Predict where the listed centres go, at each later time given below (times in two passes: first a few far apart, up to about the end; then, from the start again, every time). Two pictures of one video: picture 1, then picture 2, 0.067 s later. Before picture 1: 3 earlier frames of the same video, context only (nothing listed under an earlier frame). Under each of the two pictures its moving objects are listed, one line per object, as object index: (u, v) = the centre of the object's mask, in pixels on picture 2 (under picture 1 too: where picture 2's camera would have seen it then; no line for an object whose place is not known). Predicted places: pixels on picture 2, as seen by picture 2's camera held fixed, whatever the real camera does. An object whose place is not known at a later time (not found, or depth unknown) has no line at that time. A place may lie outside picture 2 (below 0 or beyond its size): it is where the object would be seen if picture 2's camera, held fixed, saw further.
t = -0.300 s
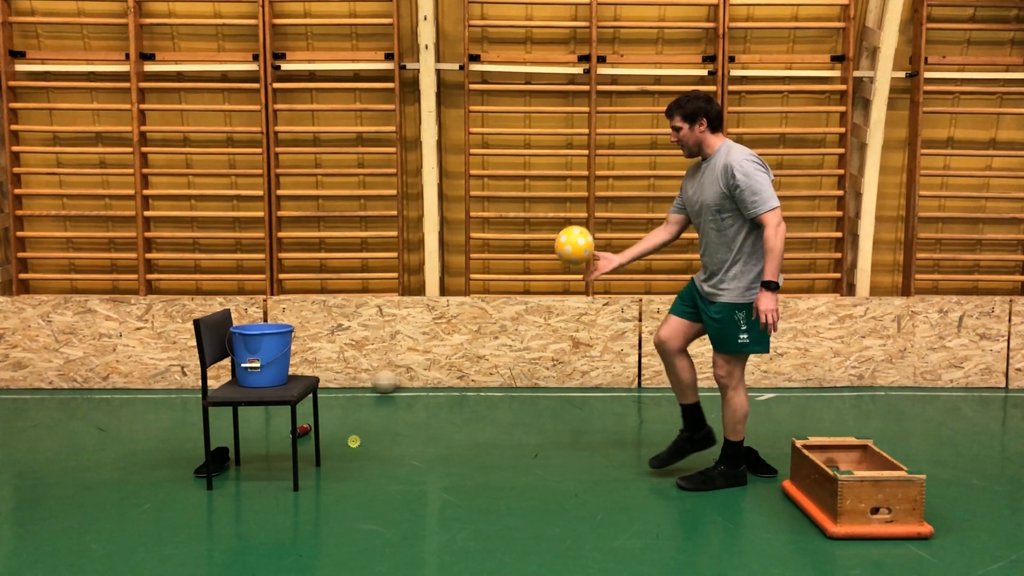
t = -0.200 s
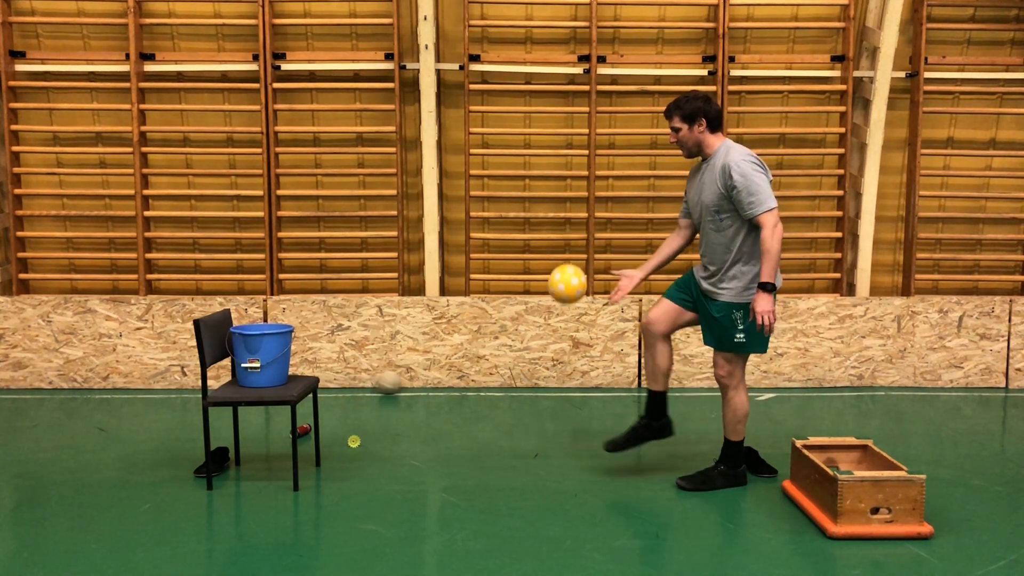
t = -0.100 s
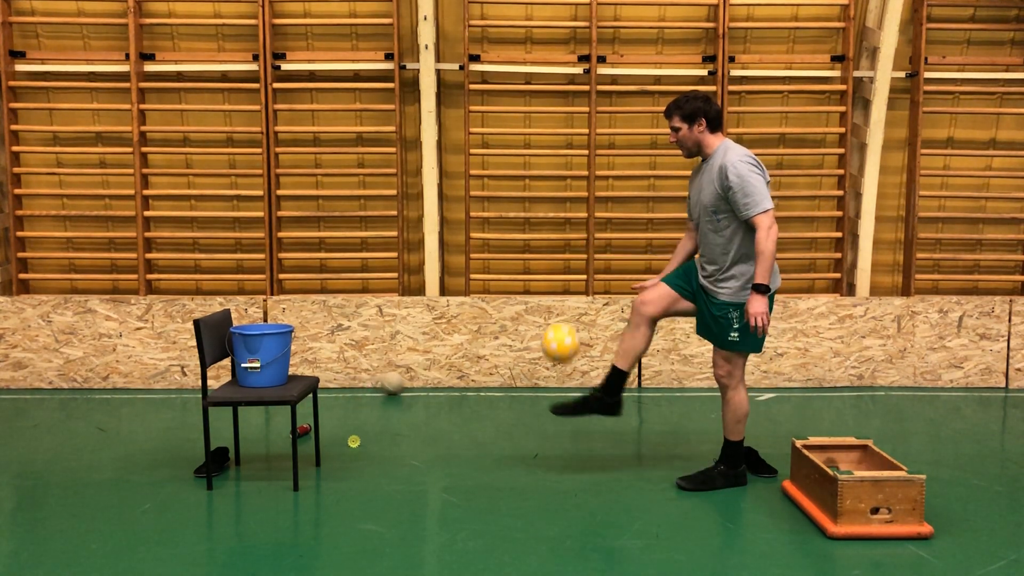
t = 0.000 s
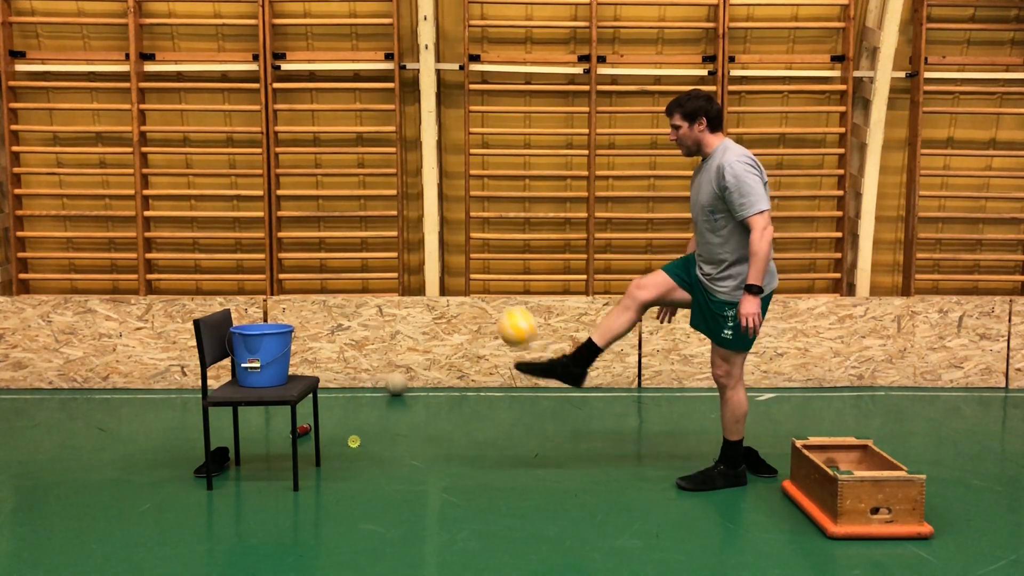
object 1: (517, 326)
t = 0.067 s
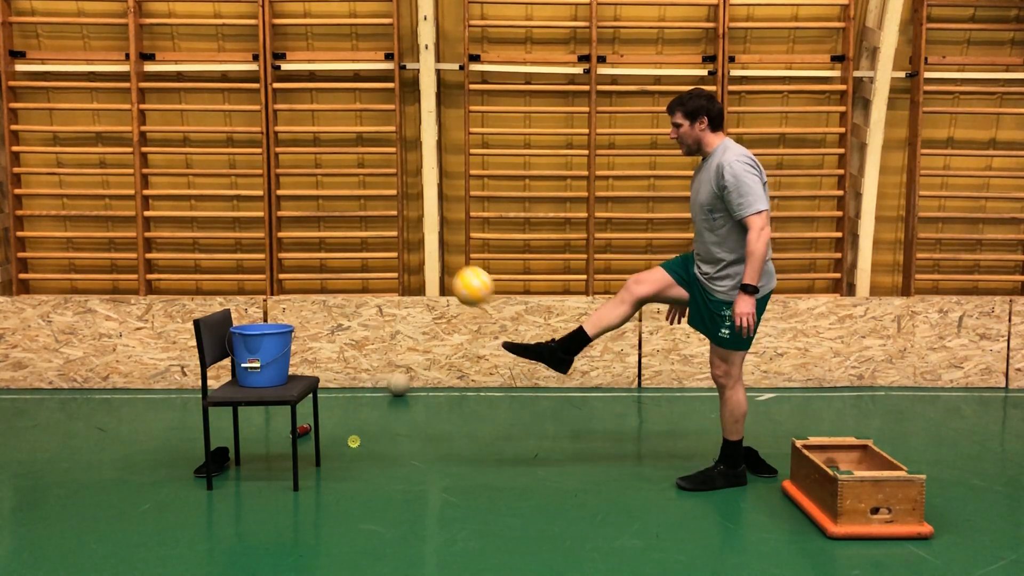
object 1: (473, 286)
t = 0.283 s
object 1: (325, 217)
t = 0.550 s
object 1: (143, 274)
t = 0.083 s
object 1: (462, 276)
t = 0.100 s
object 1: (451, 269)
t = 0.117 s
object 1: (439, 261)
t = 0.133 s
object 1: (427, 253)
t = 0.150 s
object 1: (416, 246)
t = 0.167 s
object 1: (404, 241)
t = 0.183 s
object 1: (394, 236)
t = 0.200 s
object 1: (383, 230)
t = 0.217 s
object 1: (371, 226)
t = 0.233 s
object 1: (359, 223)
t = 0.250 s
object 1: (348, 221)
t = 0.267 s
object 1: (336, 219)
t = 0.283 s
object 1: (325, 217)
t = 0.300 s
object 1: (313, 216)
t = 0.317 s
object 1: (302, 216)
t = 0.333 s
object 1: (291, 216)
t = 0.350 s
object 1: (279, 217)
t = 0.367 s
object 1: (267, 218)
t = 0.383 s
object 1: (256, 220)
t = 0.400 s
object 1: (244, 222)
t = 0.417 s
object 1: (233, 225)
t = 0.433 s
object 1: (222, 229)
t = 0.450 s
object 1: (210, 234)
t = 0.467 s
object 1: (199, 239)
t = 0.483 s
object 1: (188, 244)
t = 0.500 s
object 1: (176, 250)
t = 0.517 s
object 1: (165, 258)
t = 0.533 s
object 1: (154, 266)
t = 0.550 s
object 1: (143, 274)
